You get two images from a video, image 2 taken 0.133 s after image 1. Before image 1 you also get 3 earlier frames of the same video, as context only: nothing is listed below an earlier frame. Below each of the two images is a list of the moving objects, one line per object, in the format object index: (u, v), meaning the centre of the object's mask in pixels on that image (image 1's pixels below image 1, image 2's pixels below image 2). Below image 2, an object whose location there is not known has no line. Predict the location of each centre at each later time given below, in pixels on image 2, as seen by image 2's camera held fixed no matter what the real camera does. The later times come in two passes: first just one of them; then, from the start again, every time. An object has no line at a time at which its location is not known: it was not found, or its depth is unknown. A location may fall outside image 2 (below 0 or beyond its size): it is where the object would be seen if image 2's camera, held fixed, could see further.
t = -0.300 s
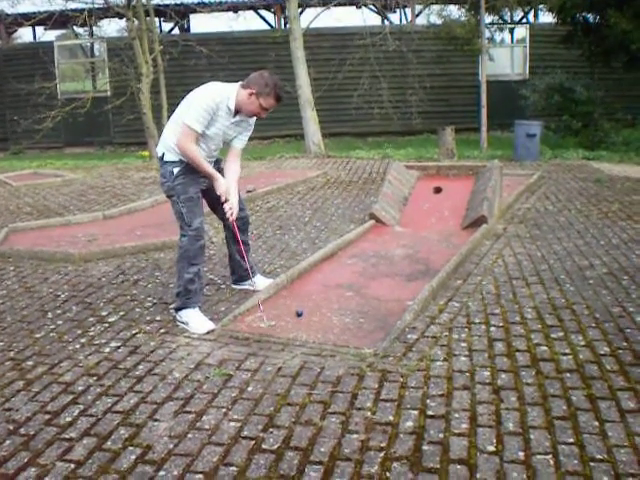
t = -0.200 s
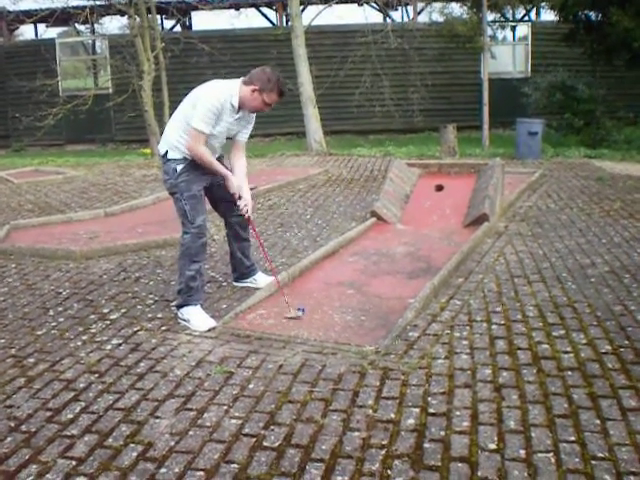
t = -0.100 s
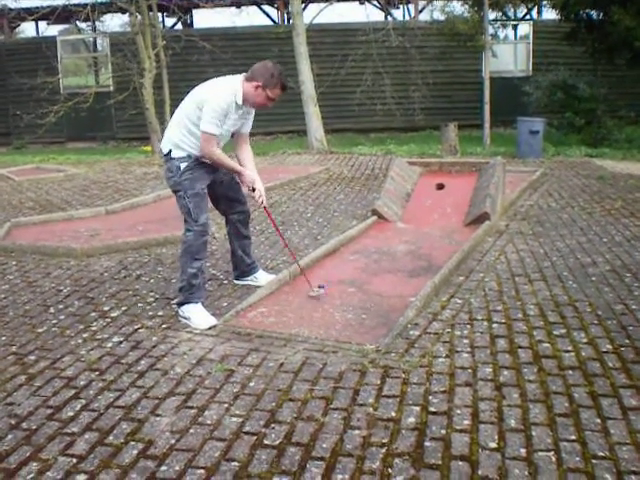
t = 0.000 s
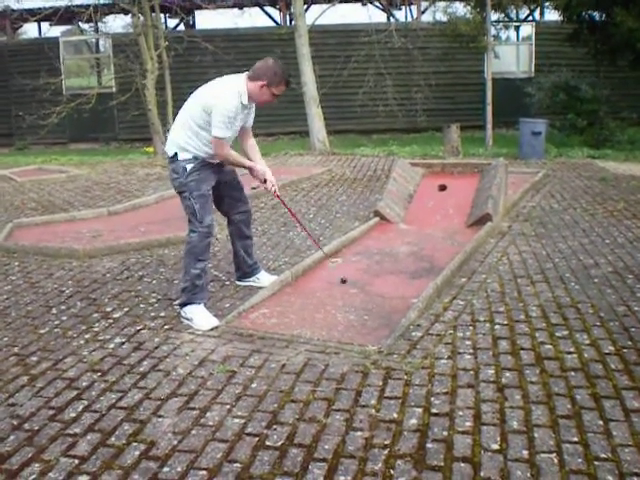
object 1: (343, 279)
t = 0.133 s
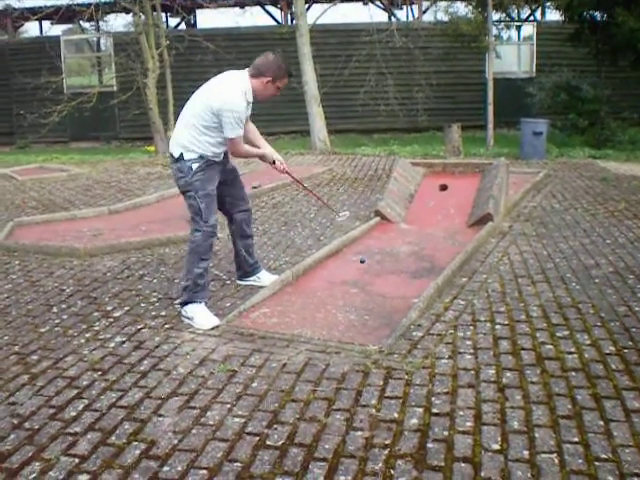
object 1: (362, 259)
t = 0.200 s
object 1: (370, 258)
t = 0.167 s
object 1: (366, 259)
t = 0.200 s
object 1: (370, 258)
